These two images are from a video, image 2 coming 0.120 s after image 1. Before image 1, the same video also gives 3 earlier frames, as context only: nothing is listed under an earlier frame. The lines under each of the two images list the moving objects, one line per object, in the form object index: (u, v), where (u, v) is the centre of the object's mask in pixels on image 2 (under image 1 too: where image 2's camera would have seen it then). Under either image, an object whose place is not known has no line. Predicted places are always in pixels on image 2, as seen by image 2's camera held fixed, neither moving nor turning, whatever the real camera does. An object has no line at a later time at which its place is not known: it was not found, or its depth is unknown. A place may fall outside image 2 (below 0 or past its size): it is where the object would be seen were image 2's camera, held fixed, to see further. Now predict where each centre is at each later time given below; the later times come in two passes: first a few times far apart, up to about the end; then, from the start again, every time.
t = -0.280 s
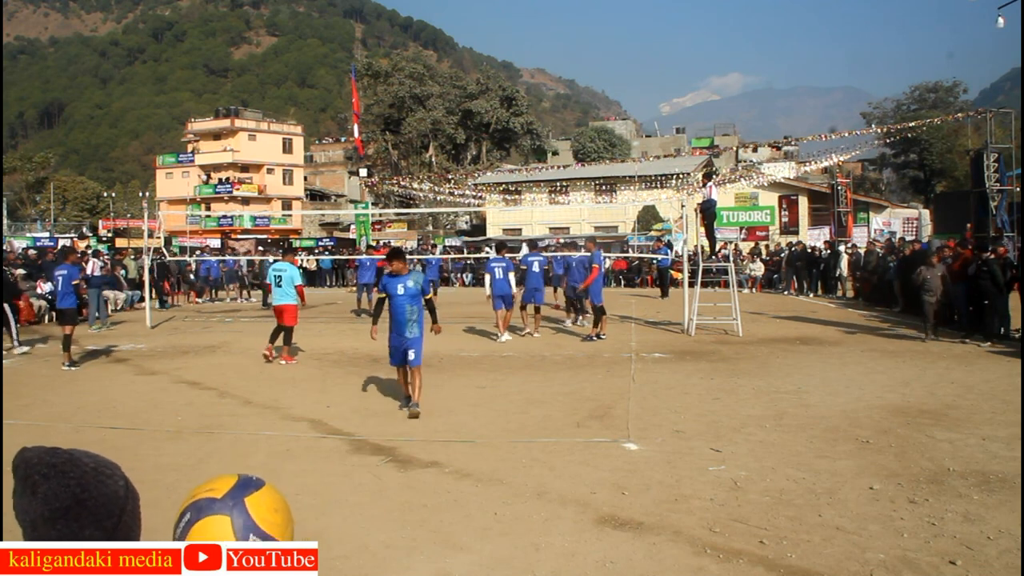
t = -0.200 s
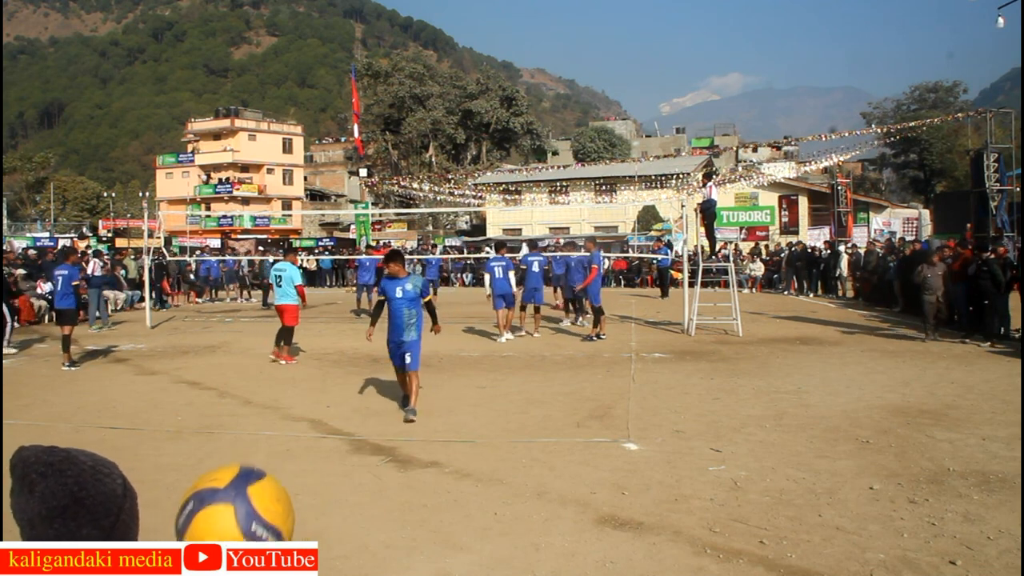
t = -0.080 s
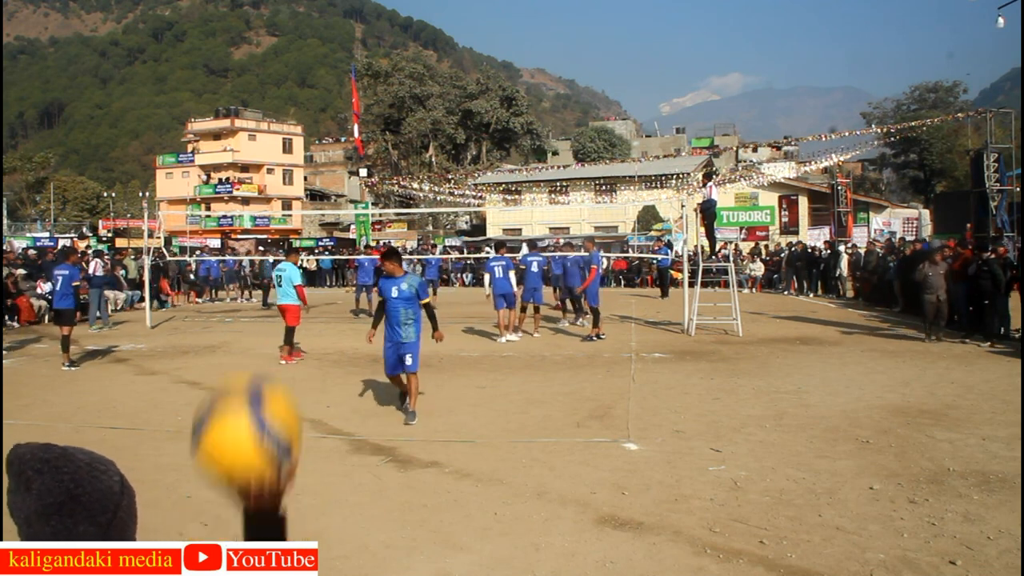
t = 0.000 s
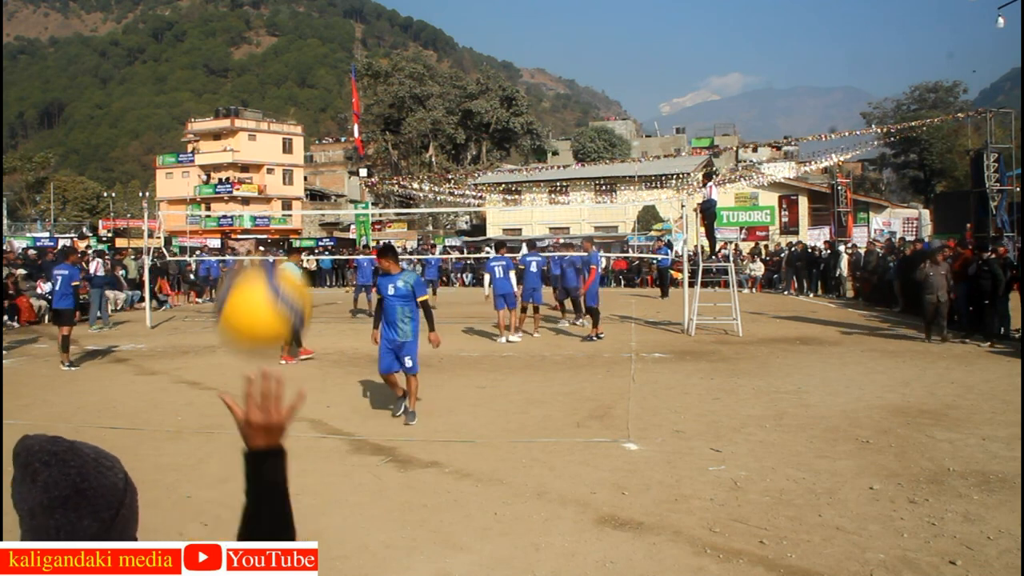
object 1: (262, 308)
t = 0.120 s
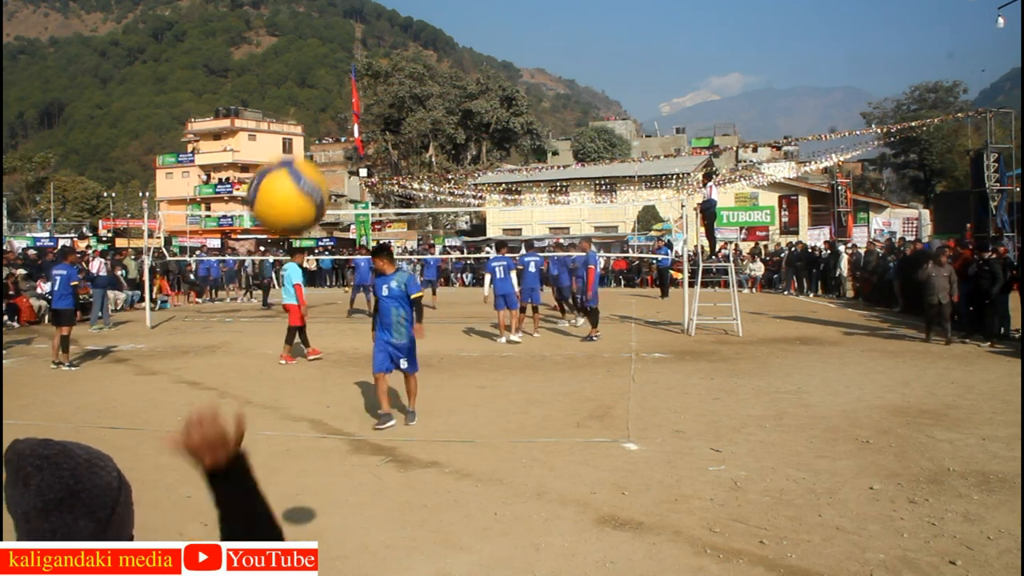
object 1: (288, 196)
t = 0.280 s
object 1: (311, 165)
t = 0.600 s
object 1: (341, 297)
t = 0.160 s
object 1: (294, 178)
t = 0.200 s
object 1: (301, 168)
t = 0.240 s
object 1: (306, 164)
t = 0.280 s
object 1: (311, 165)
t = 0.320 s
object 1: (316, 170)
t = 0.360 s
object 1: (320, 179)
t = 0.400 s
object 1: (324, 192)
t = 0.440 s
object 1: (328, 208)
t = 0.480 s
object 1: (332, 226)
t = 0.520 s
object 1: (335, 247)
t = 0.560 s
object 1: (339, 270)
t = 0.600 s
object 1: (341, 297)
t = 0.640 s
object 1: (344, 325)
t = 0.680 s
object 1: (347, 354)
